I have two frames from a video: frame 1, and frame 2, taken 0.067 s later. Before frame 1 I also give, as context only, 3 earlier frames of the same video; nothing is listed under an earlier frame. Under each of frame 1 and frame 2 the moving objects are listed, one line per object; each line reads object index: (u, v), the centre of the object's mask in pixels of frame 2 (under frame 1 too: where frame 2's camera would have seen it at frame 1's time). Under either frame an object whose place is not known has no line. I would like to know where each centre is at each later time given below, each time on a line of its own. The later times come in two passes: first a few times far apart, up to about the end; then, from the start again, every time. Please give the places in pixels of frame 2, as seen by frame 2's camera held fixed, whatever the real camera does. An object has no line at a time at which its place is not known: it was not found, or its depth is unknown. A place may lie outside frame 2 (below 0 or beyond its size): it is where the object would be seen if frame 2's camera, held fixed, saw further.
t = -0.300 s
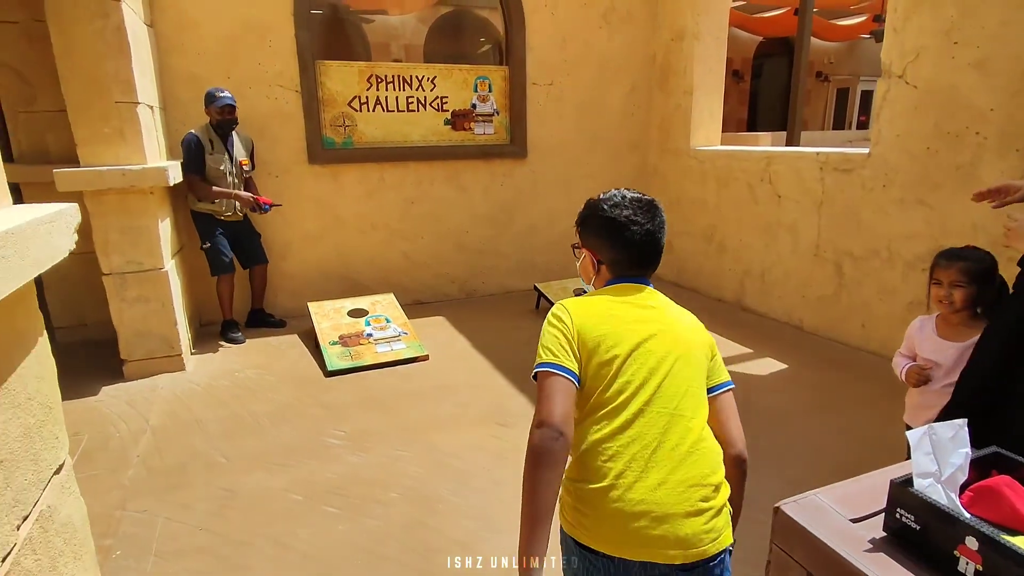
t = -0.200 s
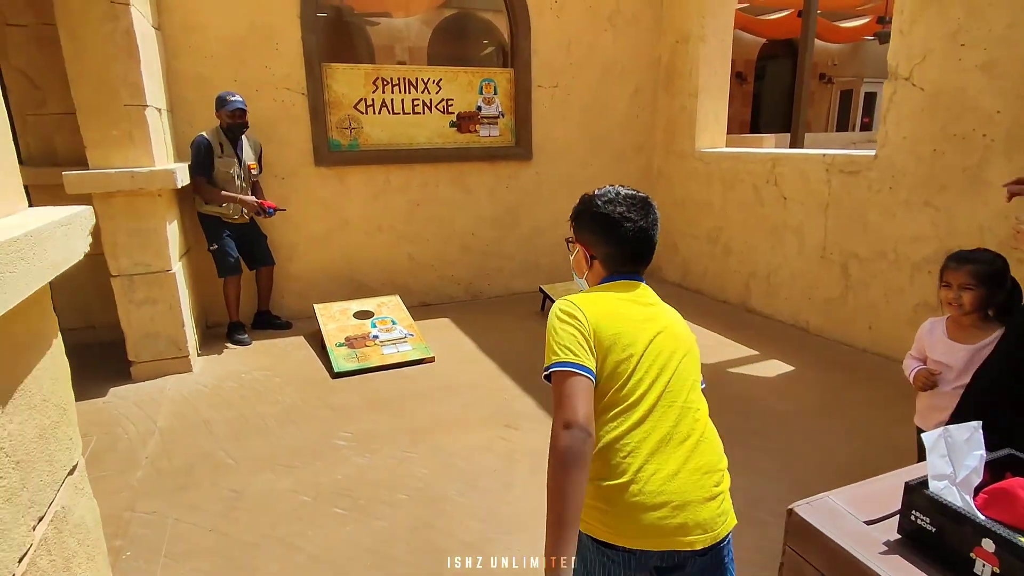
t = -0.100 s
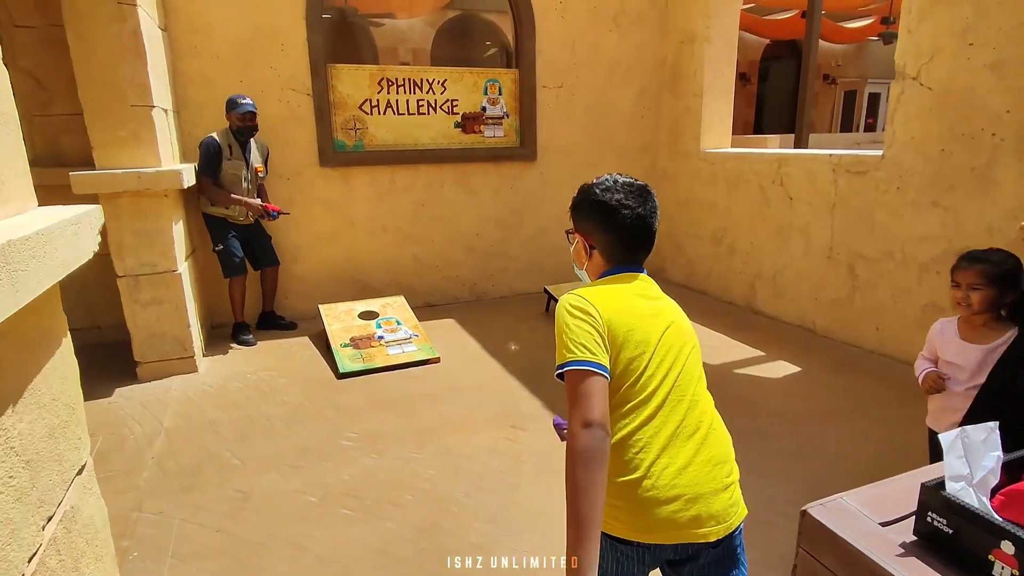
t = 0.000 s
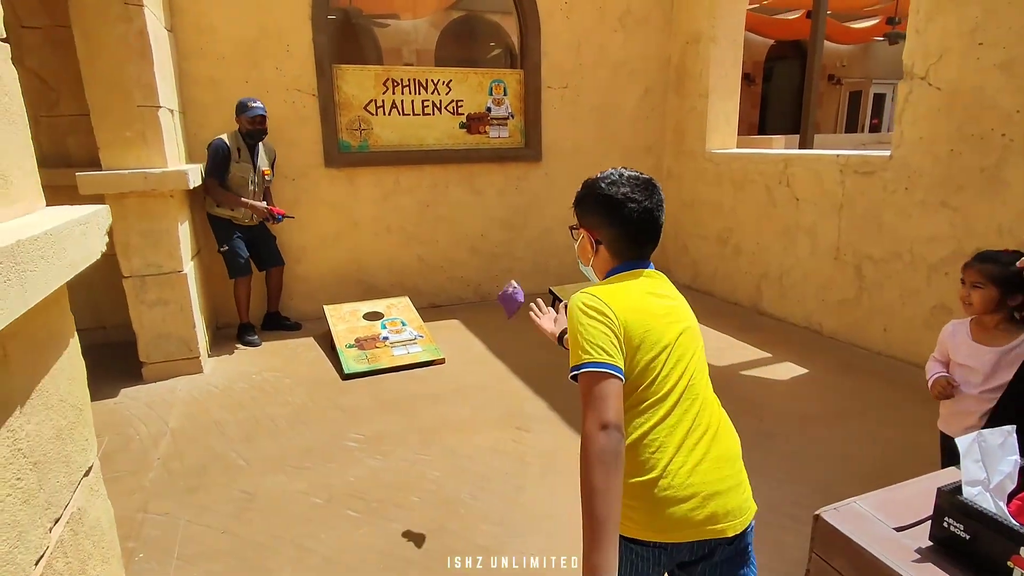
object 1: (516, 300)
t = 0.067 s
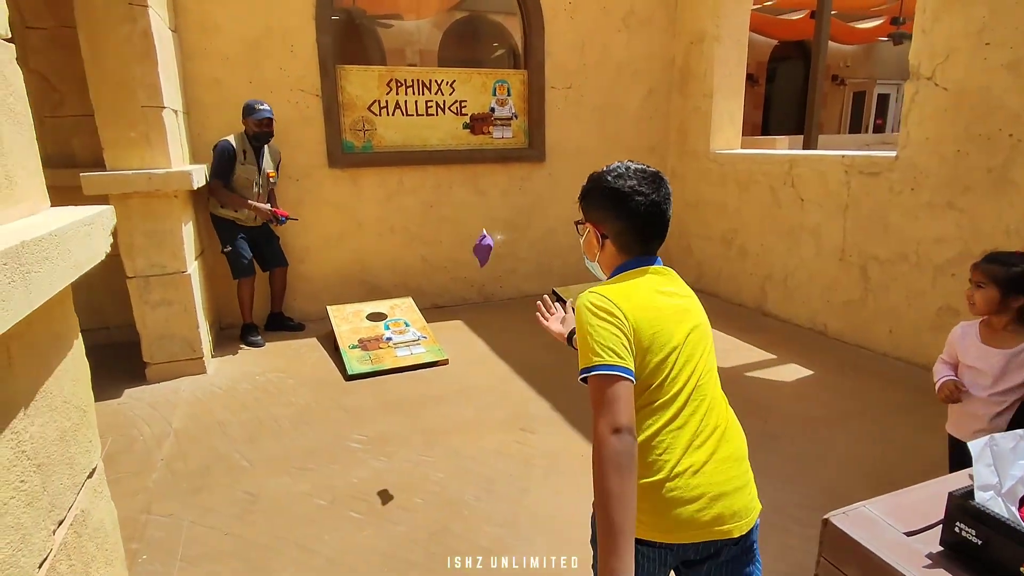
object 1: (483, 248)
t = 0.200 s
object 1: (438, 199)
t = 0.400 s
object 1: (400, 205)
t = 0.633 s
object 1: (379, 259)
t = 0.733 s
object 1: (380, 284)
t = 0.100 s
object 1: (470, 230)
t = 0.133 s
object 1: (458, 217)
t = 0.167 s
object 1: (447, 206)
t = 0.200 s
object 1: (438, 199)
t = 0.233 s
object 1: (429, 195)
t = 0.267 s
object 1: (421, 193)
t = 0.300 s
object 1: (415, 194)
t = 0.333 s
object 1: (409, 196)
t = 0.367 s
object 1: (405, 200)
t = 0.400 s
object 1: (400, 205)
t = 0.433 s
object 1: (396, 211)
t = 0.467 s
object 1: (392, 218)
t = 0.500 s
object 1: (389, 226)
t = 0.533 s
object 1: (385, 235)
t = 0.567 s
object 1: (382, 245)
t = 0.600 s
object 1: (380, 253)
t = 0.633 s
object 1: (379, 259)
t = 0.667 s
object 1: (379, 267)
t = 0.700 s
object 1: (380, 275)
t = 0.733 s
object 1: (380, 284)
